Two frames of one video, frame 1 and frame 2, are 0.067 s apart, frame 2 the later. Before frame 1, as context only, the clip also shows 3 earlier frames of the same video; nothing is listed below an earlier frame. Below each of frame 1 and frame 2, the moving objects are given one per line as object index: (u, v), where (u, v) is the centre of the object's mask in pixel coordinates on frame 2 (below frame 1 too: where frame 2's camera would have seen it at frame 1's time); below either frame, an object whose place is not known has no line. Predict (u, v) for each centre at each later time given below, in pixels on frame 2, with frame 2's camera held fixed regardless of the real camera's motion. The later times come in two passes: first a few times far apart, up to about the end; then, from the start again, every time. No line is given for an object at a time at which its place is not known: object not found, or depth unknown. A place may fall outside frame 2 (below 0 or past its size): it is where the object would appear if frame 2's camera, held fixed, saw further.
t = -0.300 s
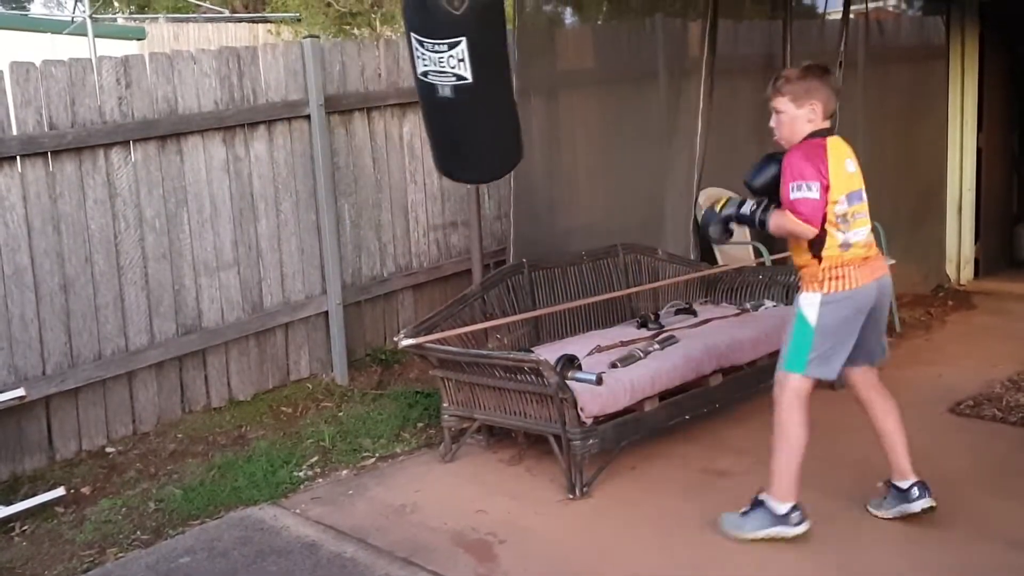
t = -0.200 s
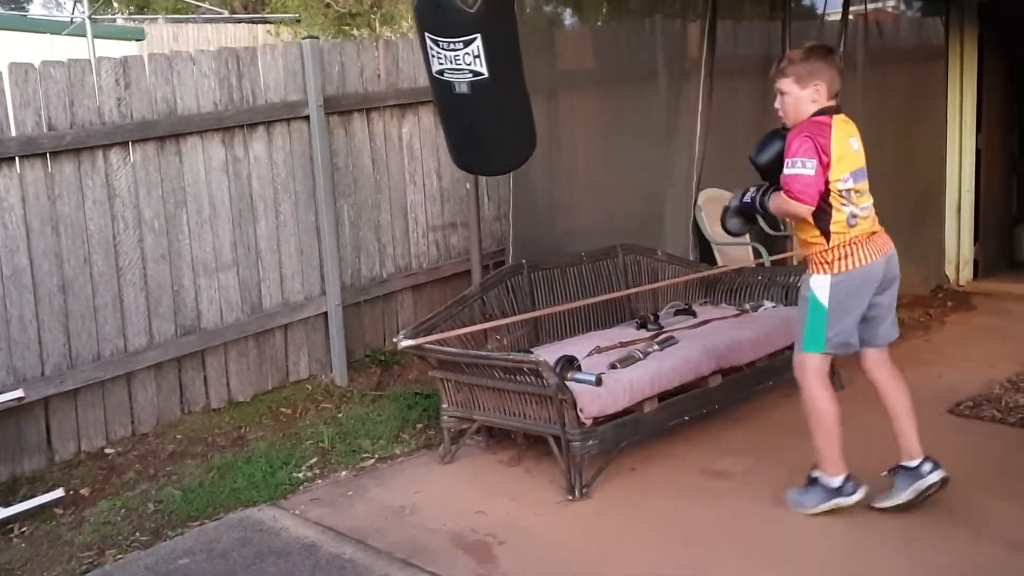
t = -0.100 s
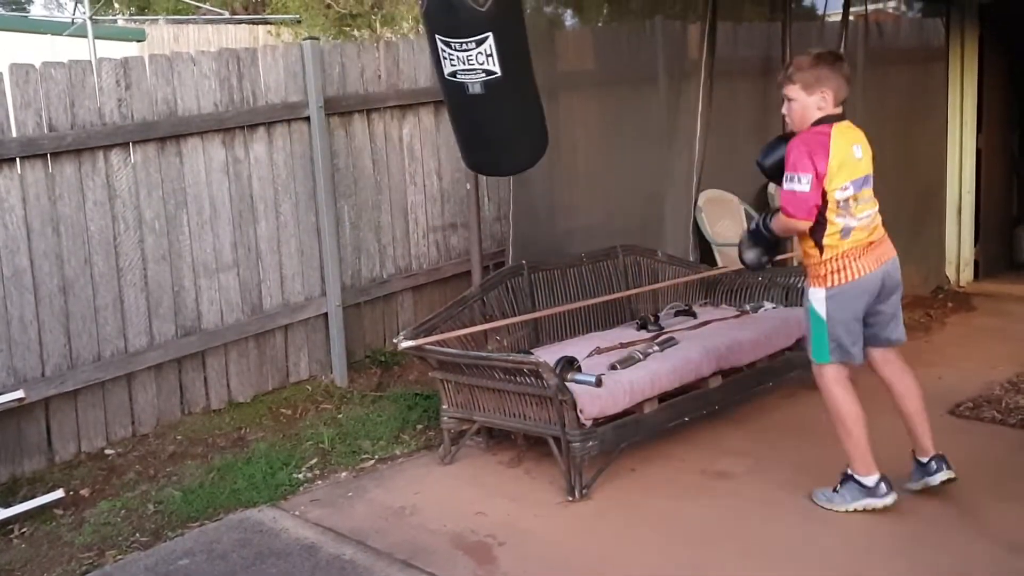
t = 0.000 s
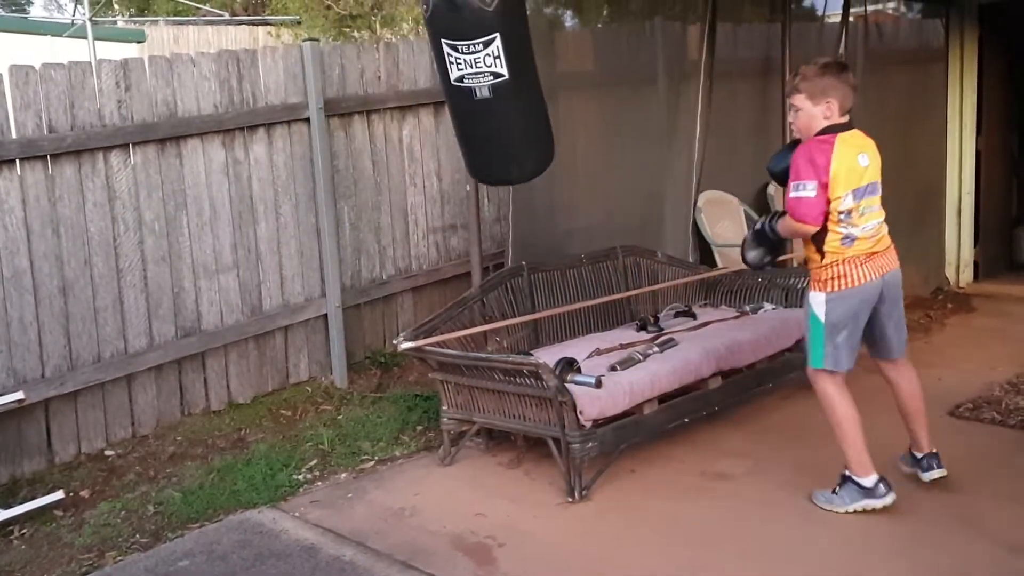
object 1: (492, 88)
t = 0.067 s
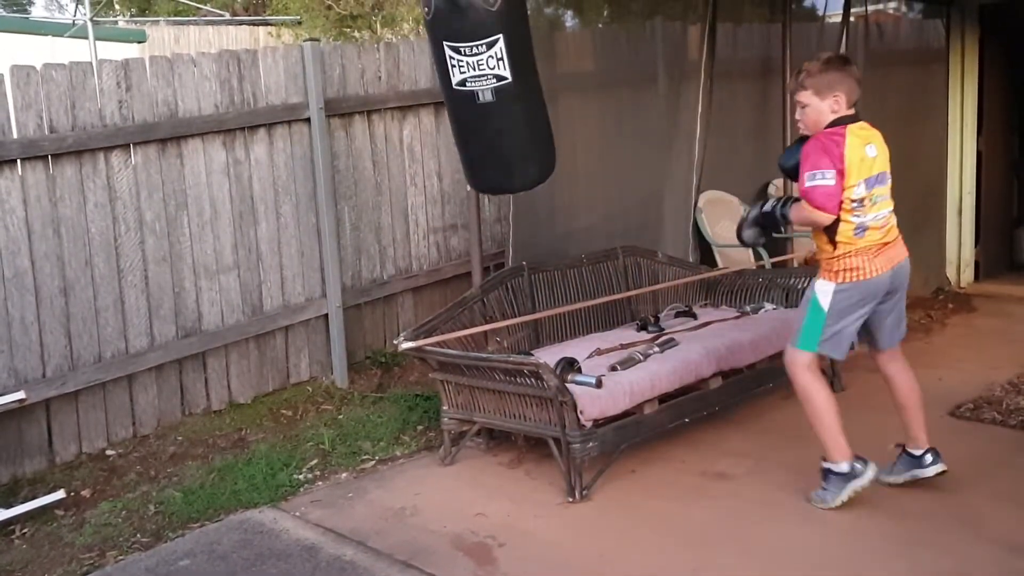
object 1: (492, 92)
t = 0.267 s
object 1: (474, 108)
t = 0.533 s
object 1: (407, 112)
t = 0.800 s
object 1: (331, 91)
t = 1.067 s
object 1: (337, 104)
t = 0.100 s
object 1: (491, 95)
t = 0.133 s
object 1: (489, 98)
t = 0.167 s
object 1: (487, 101)
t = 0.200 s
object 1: (484, 103)
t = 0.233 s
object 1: (479, 106)
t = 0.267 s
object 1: (474, 108)
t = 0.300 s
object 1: (469, 111)
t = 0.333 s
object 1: (462, 112)
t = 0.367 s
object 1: (454, 114)
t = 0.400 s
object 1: (446, 115)
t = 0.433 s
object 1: (437, 115)
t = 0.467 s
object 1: (428, 114)
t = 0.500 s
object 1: (418, 113)
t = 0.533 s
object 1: (407, 112)
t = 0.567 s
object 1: (396, 109)
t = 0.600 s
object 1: (385, 107)
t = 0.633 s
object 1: (375, 104)
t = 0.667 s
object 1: (364, 101)
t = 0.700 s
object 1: (354, 98)
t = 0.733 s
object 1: (345, 96)
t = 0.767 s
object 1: (338, 93)
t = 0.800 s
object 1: (331, 91)
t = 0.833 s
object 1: (327, 91)
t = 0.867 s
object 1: (324, 91)
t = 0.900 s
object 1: (323, 93)
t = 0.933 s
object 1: (323, 95)
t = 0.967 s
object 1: (323, 96)
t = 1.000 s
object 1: (327, 98)
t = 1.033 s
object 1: (331, 101)
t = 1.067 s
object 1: (337, 104)
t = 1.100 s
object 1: (343, 106)
